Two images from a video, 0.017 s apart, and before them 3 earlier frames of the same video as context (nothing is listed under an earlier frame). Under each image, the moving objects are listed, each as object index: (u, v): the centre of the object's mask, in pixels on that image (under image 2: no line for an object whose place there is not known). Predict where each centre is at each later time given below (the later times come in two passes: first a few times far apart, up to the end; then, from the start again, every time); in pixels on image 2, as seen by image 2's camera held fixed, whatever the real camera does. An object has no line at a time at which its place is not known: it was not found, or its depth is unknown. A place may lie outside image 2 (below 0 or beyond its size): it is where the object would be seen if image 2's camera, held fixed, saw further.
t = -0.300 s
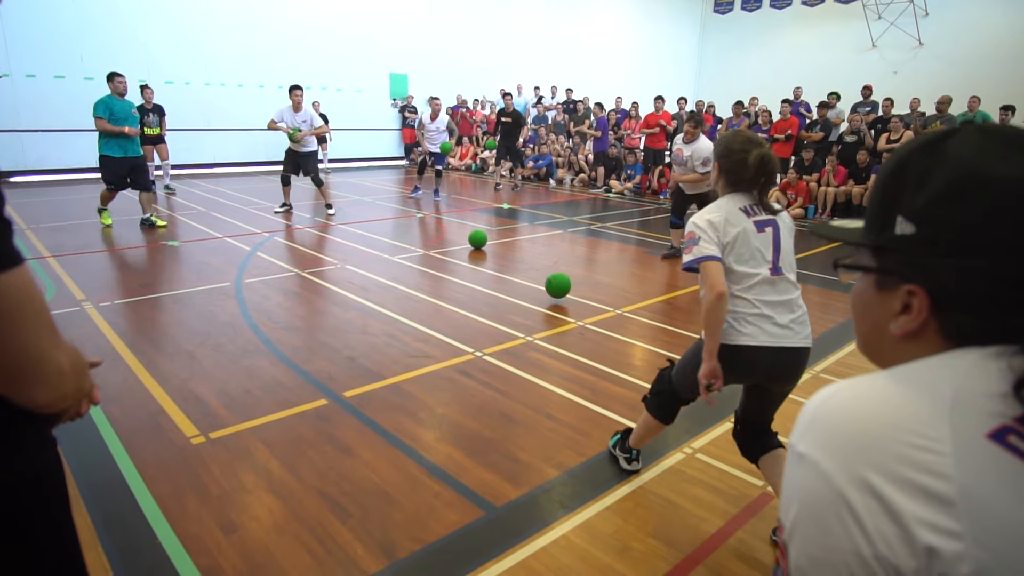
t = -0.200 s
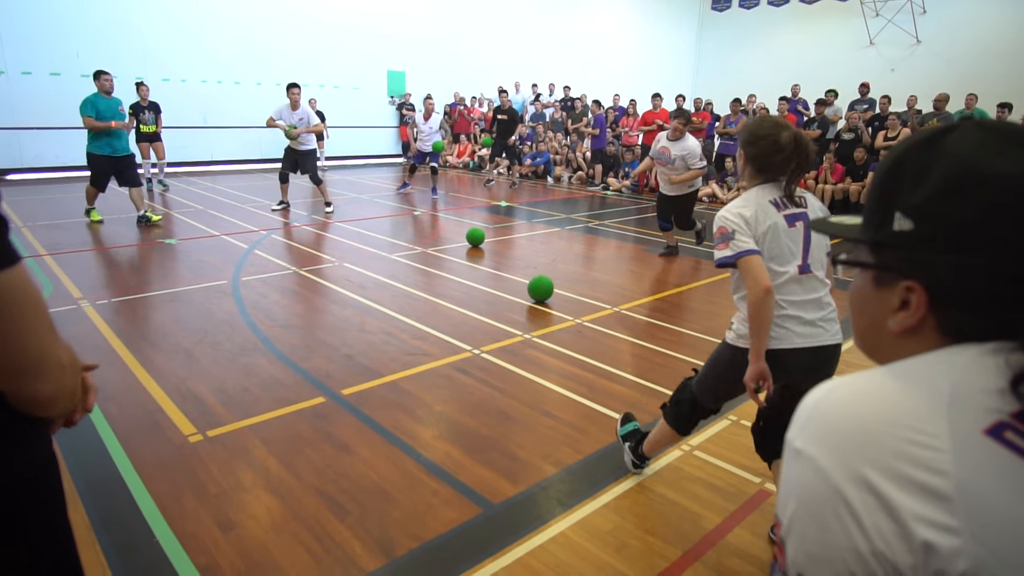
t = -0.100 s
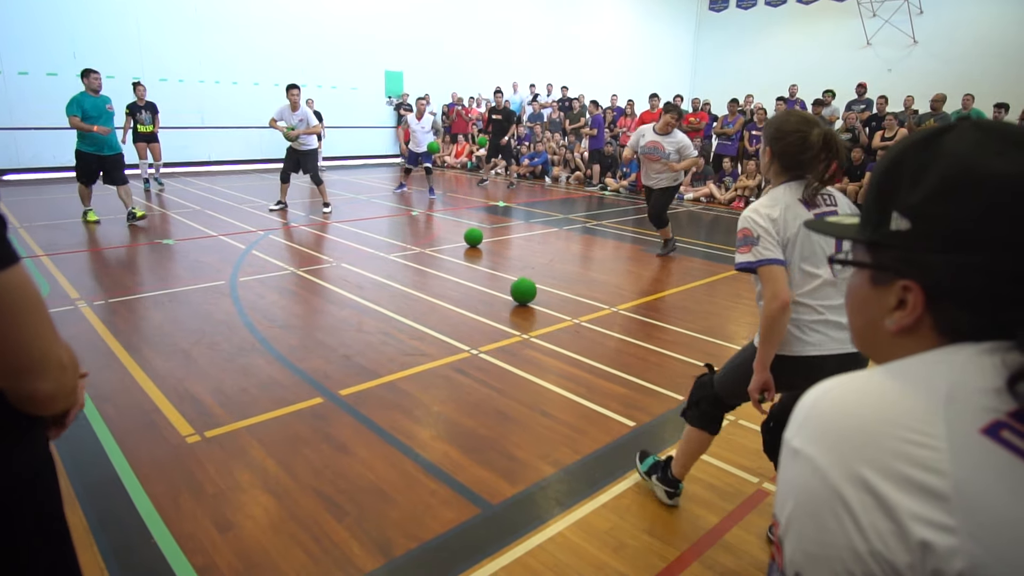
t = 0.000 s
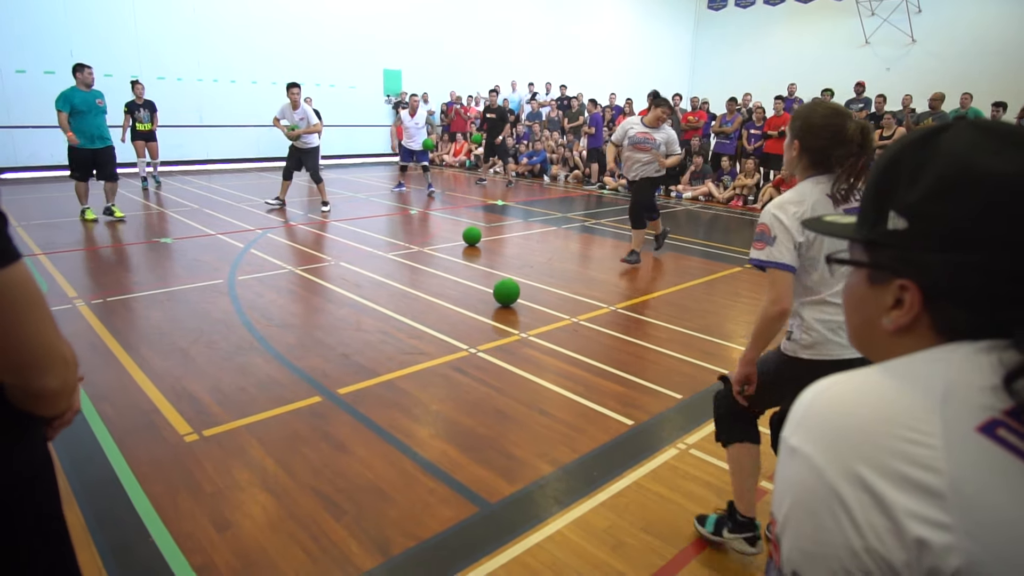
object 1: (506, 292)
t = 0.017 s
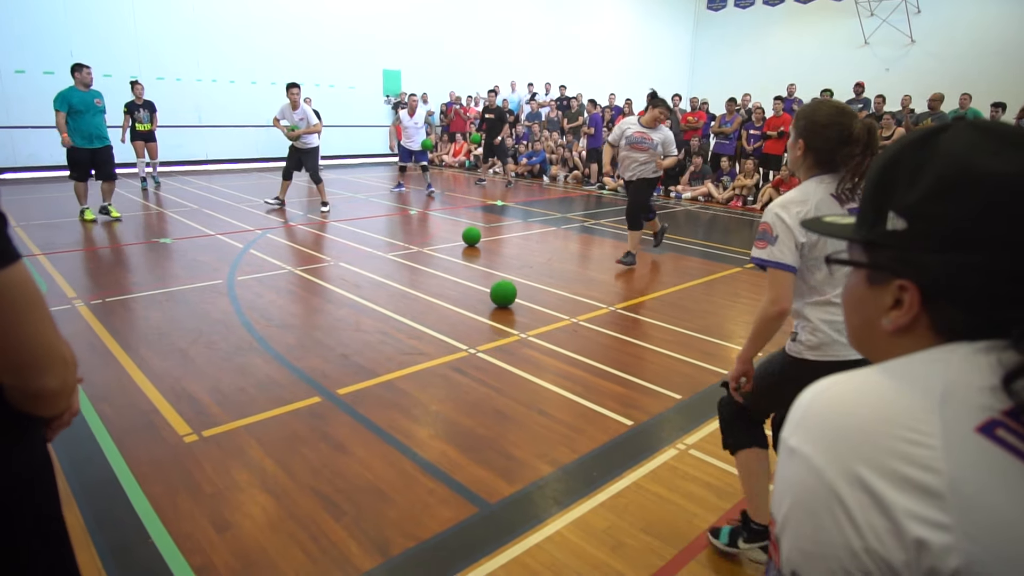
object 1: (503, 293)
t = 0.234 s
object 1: (469, 299)
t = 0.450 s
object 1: (433, 305)
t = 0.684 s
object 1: (392, 311)
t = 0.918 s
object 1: (349, 318)
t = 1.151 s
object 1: (304, 326)
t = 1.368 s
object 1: (261, 332)
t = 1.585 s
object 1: (216, 340)
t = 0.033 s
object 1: (501, 294)
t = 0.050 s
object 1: (498, 294)
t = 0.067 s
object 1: (495, 294)
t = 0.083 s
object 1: (493, 294)
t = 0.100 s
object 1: (490, 295)
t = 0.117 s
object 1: (488, 296)
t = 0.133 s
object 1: (485, 296)
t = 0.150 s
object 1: (483, 297)
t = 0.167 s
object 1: (480, 297)
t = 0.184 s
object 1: (477, 298)
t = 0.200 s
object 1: (475, 298)
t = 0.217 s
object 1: (472, 298)
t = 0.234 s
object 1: (469, 299)
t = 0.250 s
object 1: (467, 299)
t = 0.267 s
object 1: (464, 299)
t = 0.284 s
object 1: (461, 300)
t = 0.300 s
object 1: (459, 300)
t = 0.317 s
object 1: (456, 301)
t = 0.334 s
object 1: (453, 301)
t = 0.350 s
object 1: (450, 302)
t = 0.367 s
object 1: (447, 302)
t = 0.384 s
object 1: (445, 303)
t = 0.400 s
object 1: (442, 303)
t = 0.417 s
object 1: (439, 304)
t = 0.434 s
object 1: (436, 304)
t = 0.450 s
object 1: (433, 305)
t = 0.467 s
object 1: (431, 305)
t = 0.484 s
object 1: (428, 306)
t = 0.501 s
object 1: (425, 306)
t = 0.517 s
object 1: (422, 307)
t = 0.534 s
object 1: (419, 307)
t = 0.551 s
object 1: (416, 308)
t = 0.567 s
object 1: (413, 308)
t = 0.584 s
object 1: (410, 308)
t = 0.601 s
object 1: (408, 309)
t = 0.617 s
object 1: (405, 309)
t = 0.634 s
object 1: (402, 310)
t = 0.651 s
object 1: (398, 310)
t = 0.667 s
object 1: (396, 310)
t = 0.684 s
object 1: (392, 311)
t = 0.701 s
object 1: (389, 312)
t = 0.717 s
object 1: (386, 312)
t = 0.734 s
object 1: (383, 312)
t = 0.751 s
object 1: (380, 313)
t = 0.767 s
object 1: (377, 314)
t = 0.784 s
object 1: (374, 314)
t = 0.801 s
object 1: (371, 314)
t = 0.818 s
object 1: (368, 315)
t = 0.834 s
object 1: (365, 316)
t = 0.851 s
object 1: (362, 316)
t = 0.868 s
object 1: (358, 316)
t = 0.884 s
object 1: (355, 317)
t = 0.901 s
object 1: (352, 318)
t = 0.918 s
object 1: (349, 318)
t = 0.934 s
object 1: (346, 318)
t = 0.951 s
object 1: (343, 319)
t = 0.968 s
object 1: (340, 319)
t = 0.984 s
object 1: (336, 320)
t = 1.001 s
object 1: (333, 321)
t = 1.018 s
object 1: (330, 321)
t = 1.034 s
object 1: (326, 322)
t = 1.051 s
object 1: (323, 322)
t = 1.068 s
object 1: (320, 323)
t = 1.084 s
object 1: (317, 323)
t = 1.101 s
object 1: (314, 324)
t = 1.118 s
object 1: (310, 324)
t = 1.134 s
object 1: (307, 325)
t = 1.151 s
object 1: (304, 326)
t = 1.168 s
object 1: (301, 326)
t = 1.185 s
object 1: (297, 327)
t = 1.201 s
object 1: (294, 327)
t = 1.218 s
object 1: (291, 328)
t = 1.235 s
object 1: (287, 328)
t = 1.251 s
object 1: (284, 329)
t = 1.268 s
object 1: (280, 329)
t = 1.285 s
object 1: (277, 330)
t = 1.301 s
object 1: (274, 330)
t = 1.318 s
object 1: (270, 331)
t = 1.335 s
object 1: (267, 331)
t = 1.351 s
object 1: (264, 332)
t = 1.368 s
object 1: (261, 332)
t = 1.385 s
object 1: (257, 333)
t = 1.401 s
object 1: (254, 333)
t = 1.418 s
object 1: (251, 334)
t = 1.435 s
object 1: (247, 335)
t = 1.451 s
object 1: (244, 335)
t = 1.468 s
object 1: (240, 336)
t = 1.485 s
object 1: (236, 336)
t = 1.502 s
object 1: (233, 337)
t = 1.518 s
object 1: (230, 337)
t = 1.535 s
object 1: (226, 338)
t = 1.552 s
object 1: (222, 339)
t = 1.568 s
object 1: (219, 339)
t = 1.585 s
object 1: (216, 340)
